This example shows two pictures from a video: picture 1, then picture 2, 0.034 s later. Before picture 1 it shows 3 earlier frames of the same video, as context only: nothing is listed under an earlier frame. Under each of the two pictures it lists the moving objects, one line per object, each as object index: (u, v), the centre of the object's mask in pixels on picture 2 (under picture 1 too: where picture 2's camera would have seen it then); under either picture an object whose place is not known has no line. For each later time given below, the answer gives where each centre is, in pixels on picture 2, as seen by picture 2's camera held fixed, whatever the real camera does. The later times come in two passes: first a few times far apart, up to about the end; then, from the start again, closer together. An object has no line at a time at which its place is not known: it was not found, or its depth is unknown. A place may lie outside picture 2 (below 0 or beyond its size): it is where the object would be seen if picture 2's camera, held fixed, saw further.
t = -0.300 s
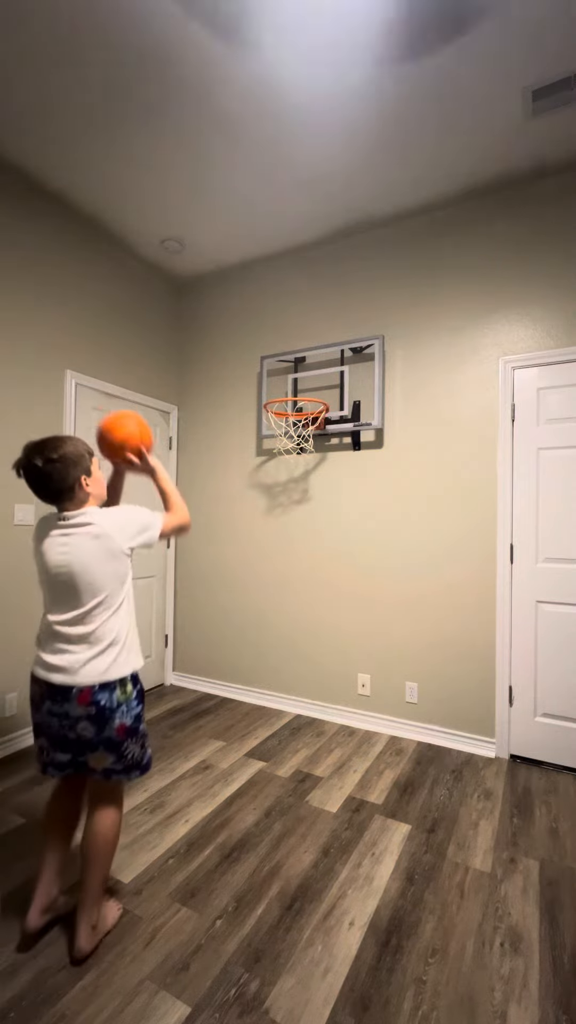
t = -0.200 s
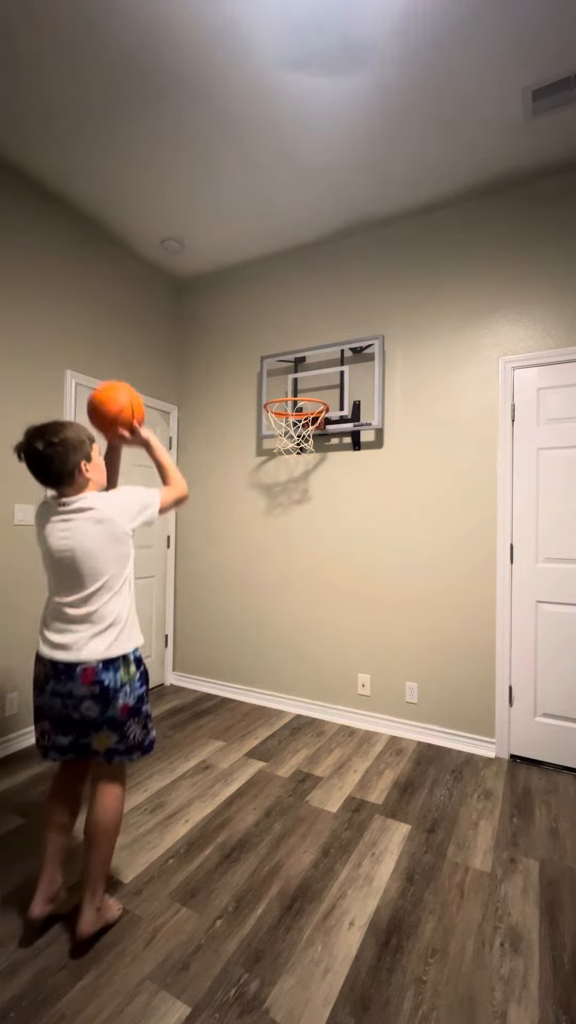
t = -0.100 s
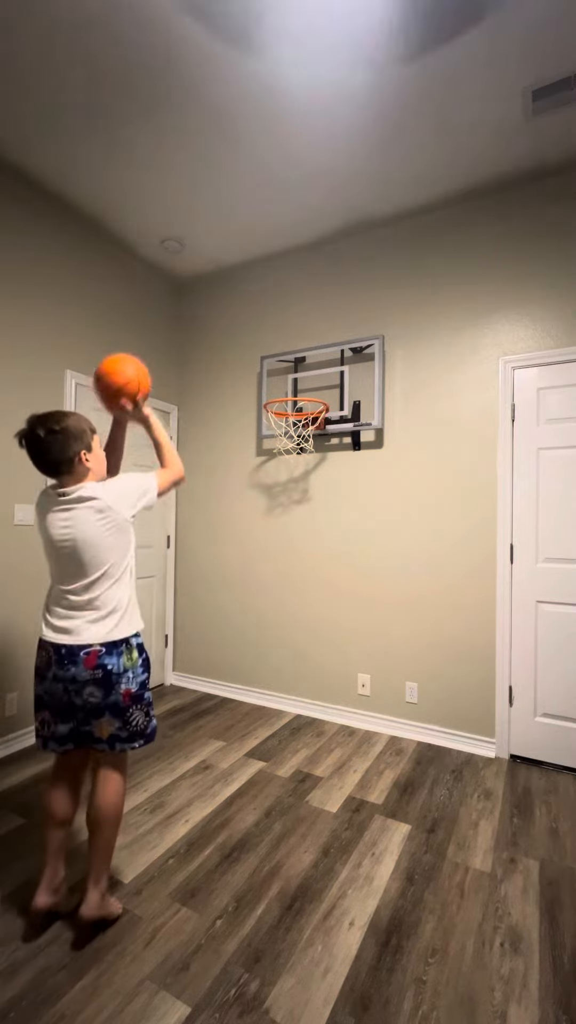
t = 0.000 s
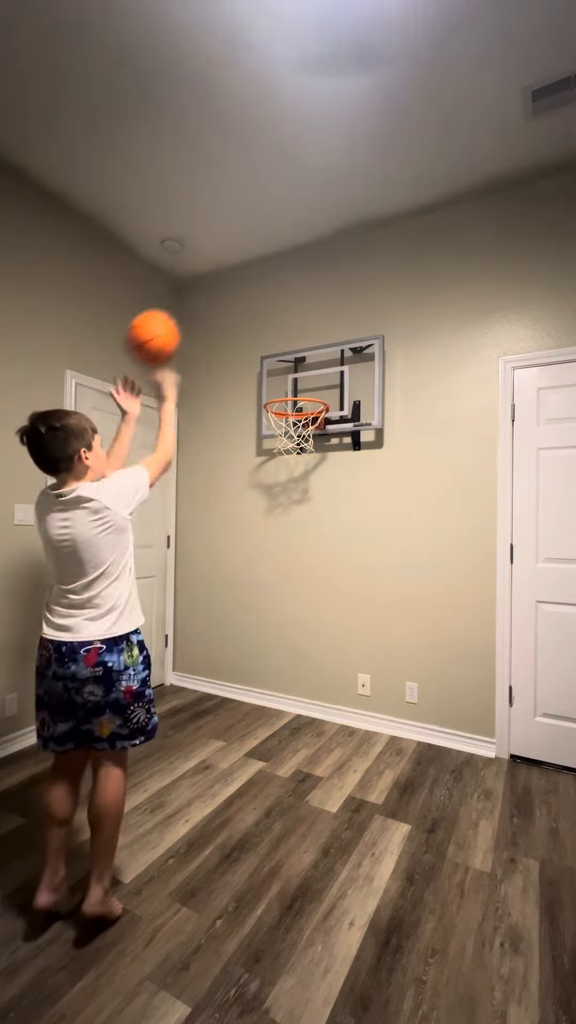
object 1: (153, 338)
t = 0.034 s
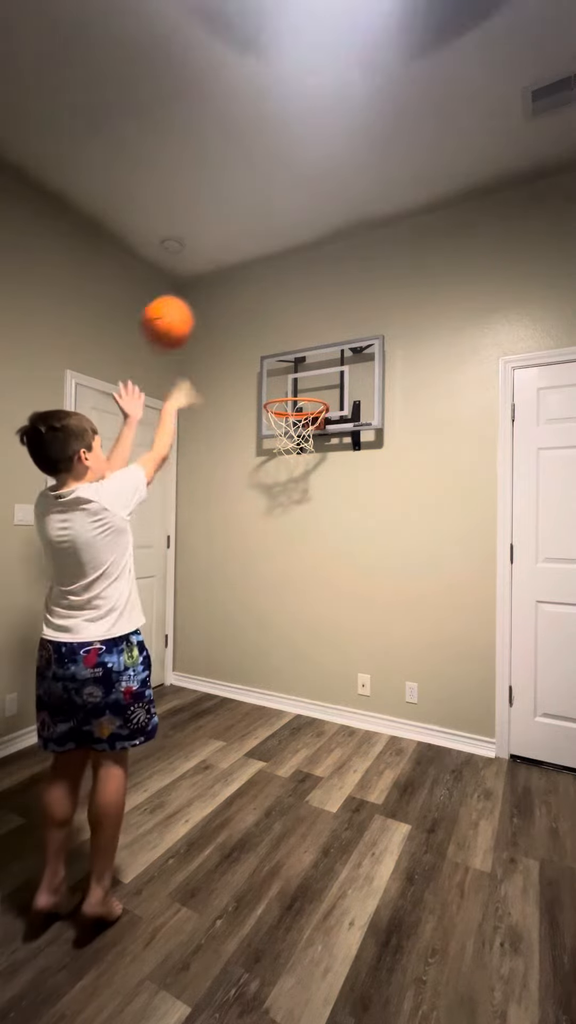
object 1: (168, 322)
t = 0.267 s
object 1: (245, 301)
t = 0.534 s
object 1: (303, 401)
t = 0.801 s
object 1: (292, 475)
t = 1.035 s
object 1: (260, 596)
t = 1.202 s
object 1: (235, 720)
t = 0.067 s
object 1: (182, 310)
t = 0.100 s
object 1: (194, 302)
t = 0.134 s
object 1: (206, 296)
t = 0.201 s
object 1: (227, 294)
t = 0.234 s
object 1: (236, 296)
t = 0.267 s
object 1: (245, 301)
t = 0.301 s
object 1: (254, 308)
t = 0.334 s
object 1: (262, 317)
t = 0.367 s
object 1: (269, 327)
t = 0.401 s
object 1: (277, 339)
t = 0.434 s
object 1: (283, 352)
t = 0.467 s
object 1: (290, 367)
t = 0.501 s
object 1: (296, 382)
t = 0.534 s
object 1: (303, 401)
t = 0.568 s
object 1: (309, 418)
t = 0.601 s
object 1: (312, 433)
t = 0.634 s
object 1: (312, 441)
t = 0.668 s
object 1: (310, 445)
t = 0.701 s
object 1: (306, 450)
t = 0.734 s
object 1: (301, 457)
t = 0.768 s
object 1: (296, 464)
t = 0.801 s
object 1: (292, 475)
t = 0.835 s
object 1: (288, 486)
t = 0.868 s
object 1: (283, 499)
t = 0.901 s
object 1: (279, 515)
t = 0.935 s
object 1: (274, 532)
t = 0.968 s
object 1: (269, 551)
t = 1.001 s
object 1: (265, 572)
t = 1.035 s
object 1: (260, 596)
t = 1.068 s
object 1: (255, 621)
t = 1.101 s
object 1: (251, 649)
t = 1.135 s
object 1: (246, 675)
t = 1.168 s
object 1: (241, 713)
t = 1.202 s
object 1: (235, 720)
